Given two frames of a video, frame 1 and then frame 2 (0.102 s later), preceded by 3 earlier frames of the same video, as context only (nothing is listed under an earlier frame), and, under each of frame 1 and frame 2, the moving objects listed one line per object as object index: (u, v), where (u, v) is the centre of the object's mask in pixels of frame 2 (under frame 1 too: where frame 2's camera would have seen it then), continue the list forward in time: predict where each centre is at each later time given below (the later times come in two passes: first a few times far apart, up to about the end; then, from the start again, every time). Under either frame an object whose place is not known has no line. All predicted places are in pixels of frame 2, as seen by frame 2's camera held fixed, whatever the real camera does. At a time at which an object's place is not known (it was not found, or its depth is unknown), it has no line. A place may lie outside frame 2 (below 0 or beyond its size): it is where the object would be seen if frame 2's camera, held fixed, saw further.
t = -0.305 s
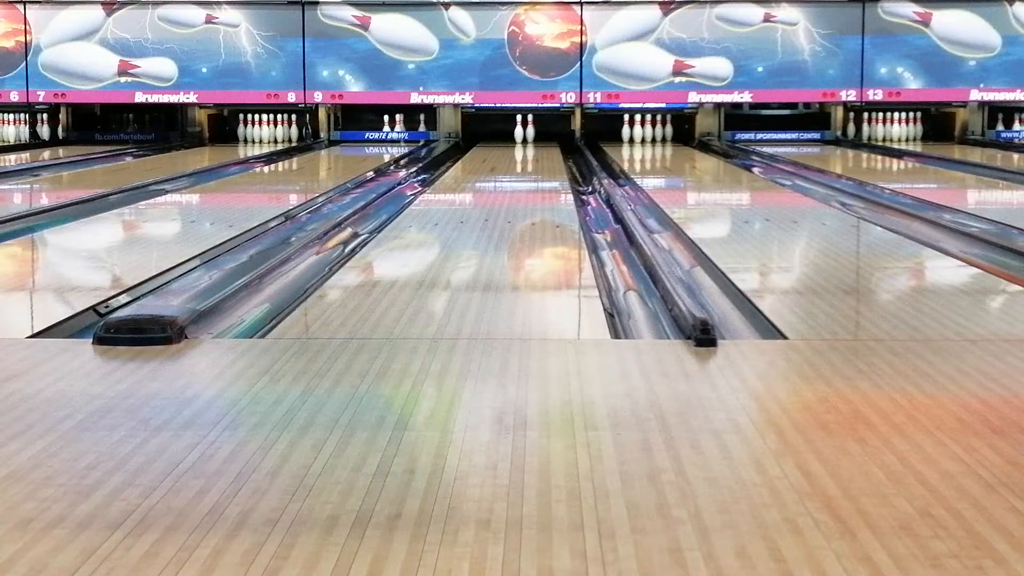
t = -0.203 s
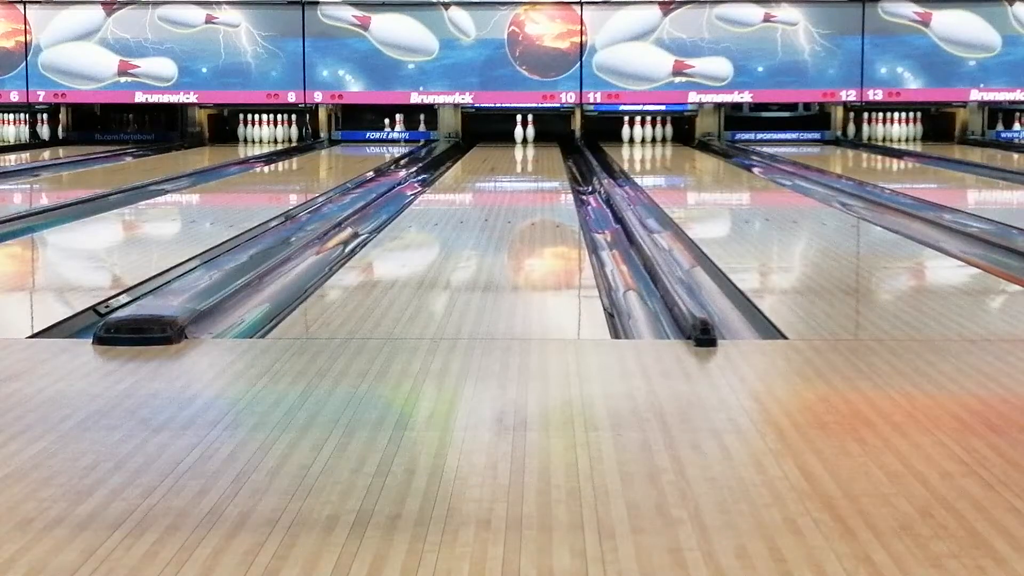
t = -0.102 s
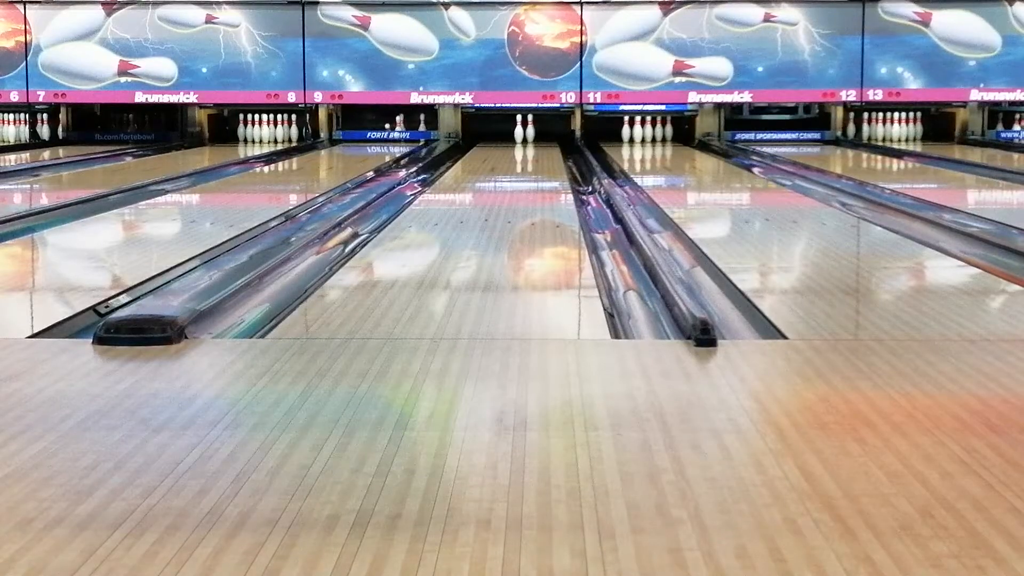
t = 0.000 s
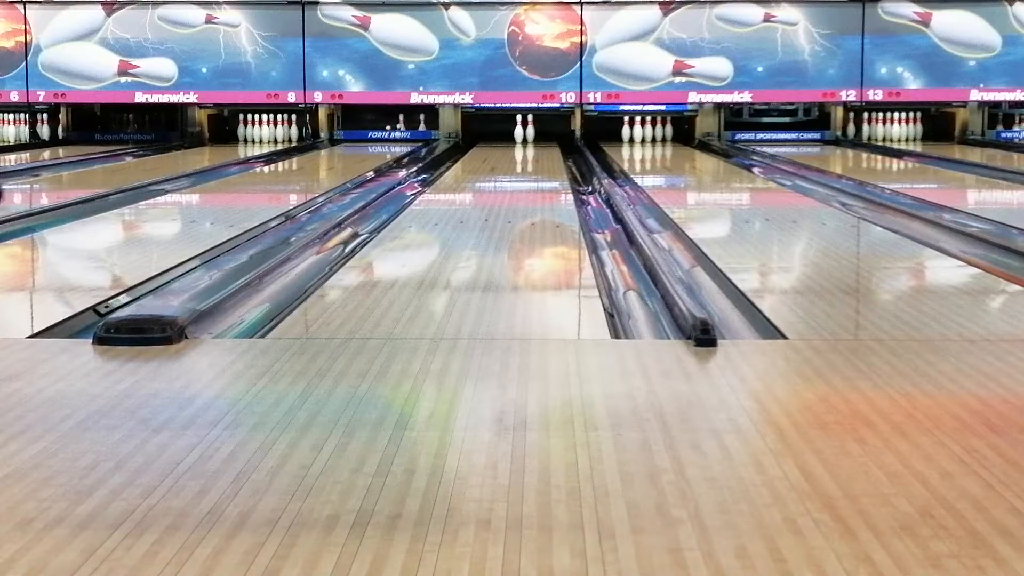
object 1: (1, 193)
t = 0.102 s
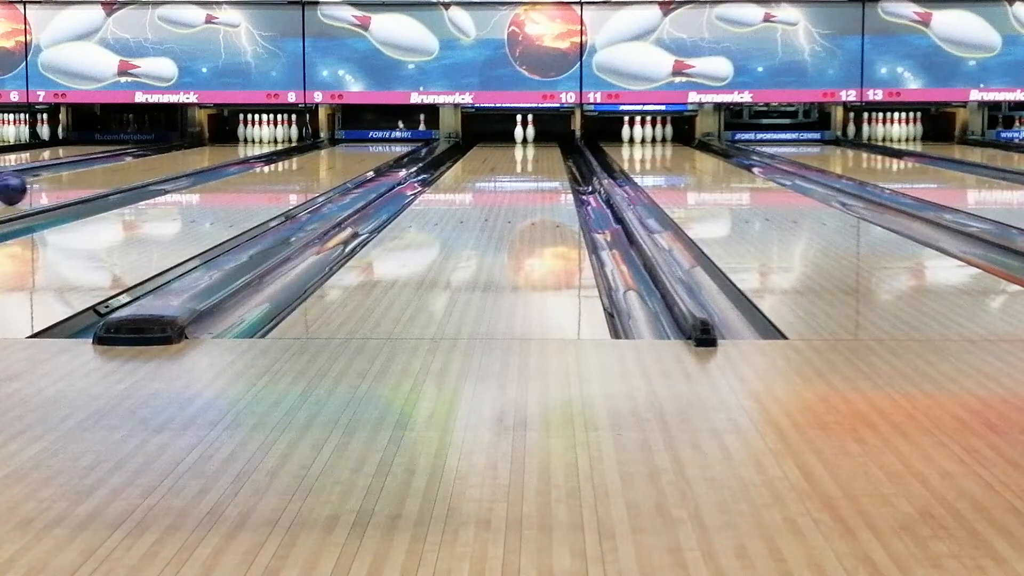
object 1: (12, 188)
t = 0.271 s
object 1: (47, 182)
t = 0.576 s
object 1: (103, 173)
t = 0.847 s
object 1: (143, 167)
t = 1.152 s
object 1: (185, 163)
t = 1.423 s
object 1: (208, 160)
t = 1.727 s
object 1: (226, 157)
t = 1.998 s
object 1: (240, 153)
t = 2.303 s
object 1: (254, 150)
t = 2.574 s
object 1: (265, 147)
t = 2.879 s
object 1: (277, 145)
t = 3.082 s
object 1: (285, 143)
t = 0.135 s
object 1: (18, 187)
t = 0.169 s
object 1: (26, 185)
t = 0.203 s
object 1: (33, 184)
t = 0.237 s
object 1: (40, 183)
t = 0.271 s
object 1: (47, 182)
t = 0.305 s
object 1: (54, 182)
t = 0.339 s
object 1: (61, 180)
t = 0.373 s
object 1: (67, 179)
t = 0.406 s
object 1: (74, 178)
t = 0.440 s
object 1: (80, 177)
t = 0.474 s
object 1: (85, 176)
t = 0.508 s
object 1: (92, 175)
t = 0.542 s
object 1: (97, 174)
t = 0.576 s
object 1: (103, 173)
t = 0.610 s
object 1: (109, 173)
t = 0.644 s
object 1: (114, 171)
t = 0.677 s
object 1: (119, 170)
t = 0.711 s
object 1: (124, 169)
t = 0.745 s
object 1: (129, 169)
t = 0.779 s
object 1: (134, 168)
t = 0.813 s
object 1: (139, 167)
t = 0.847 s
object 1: (143, 167)
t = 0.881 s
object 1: (149, 166)
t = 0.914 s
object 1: (153, 165)
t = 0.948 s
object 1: (158, 165)
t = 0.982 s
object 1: (162, 164)
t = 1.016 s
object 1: (166, 164)
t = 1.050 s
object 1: (171, 163)
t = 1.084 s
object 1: (176, 163)
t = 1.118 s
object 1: (181, 163)
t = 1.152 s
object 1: (185, 163)
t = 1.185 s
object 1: (191, 163)
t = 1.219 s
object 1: (195, 163)
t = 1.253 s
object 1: (195, 162)
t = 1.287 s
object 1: (197, 162)
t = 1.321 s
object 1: (199, 161)
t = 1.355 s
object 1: (202, 161)
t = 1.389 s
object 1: (205, 161)
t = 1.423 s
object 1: (208, 160)
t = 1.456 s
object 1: (211, 159)
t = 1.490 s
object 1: (212, 159)
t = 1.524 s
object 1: (213, 159)
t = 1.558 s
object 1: (216, 158)
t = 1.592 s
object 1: (218, 158)
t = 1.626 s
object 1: (219, 158)
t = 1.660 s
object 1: (222, 157)
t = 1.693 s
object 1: (224, 157)
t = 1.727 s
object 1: (226, 157)
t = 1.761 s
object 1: (227, 156)
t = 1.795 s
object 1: (229, 156)
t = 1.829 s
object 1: (230, 155)
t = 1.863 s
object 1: (232, 155)
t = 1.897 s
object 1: (235, 154)
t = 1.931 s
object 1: (236, 154)
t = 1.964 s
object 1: (238, 153)
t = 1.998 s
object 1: (240, 153)
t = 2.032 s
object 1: (242, 153)
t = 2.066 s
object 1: (243, 152)
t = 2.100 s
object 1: (245, 152)
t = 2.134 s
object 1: (246, 152)
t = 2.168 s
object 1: (247, 151)
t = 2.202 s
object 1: (249, 151)
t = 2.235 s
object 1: (250, 151)
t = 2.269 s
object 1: (252, 151)
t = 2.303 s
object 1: (254, 150)
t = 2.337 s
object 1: (255, 150)
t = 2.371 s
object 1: (257, 150)
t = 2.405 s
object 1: (259, 150)
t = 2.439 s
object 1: (260, 149)
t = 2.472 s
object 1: (262, 149)
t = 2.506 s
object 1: (263, 149)
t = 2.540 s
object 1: (264, 148)
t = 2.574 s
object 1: (265, 147)
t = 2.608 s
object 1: (267, 147)
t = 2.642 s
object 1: (268, 147)
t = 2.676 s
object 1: (270, 147)
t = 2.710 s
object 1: (271, 147)
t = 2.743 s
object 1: (273, 146)
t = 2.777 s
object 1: (274, 146)
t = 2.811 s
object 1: (275, 146)
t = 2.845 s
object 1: (276, 145)
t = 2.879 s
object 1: (277, 145)
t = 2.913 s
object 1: (279, 145)
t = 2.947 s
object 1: (280, 145)
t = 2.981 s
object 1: (281, 144)
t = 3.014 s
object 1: (283, 144)
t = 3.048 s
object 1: (284, 143)
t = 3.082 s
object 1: (285, 143)
